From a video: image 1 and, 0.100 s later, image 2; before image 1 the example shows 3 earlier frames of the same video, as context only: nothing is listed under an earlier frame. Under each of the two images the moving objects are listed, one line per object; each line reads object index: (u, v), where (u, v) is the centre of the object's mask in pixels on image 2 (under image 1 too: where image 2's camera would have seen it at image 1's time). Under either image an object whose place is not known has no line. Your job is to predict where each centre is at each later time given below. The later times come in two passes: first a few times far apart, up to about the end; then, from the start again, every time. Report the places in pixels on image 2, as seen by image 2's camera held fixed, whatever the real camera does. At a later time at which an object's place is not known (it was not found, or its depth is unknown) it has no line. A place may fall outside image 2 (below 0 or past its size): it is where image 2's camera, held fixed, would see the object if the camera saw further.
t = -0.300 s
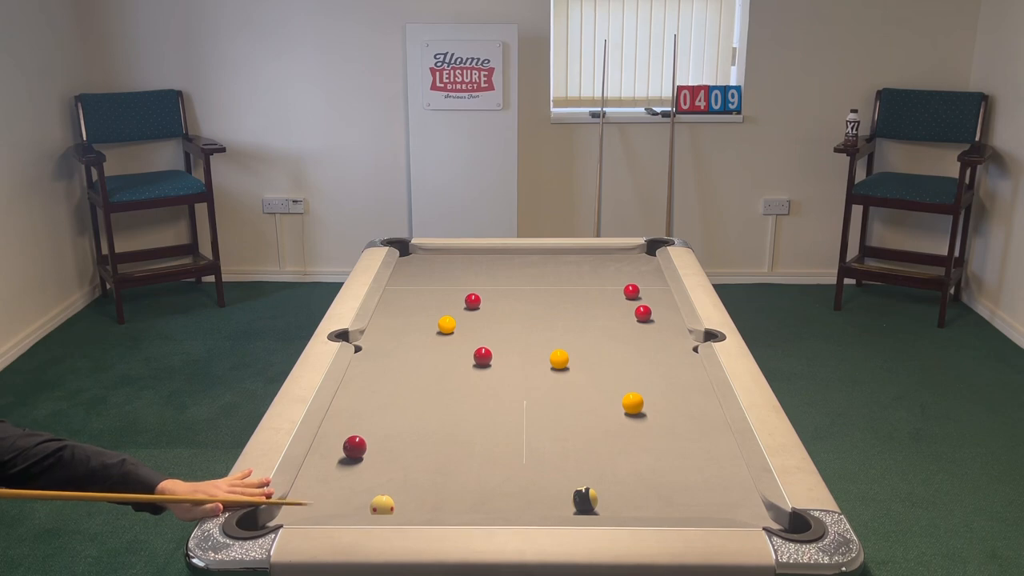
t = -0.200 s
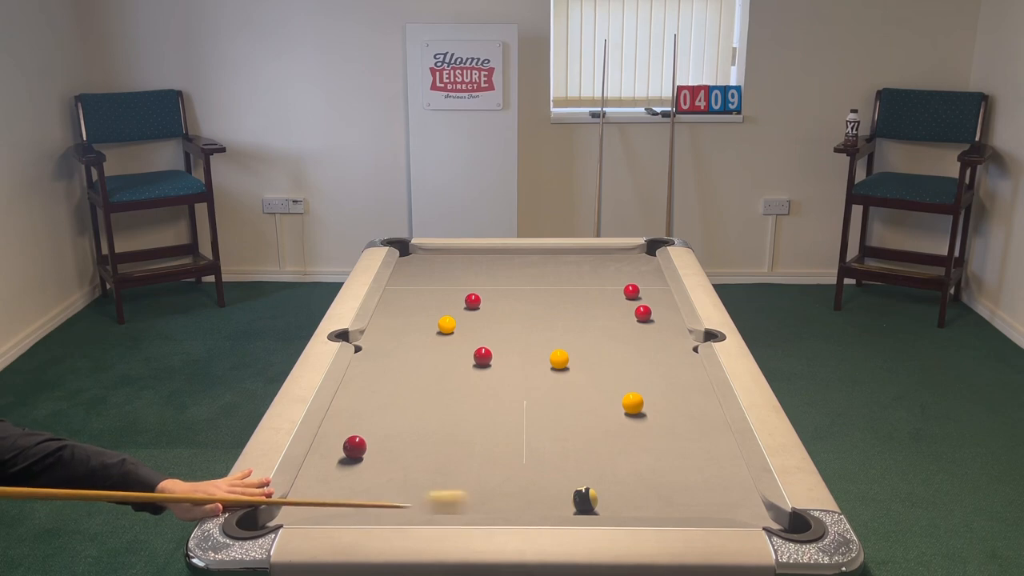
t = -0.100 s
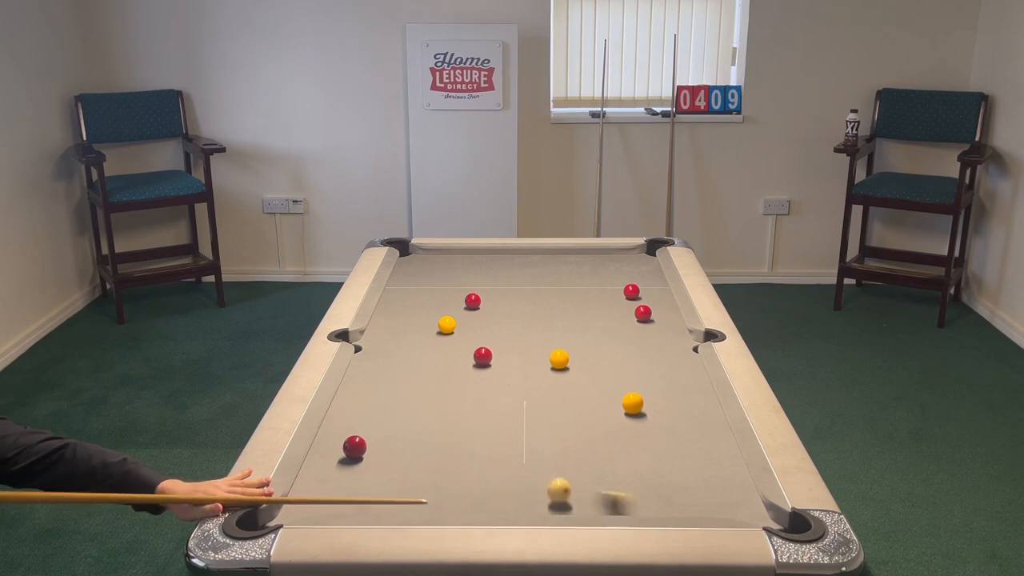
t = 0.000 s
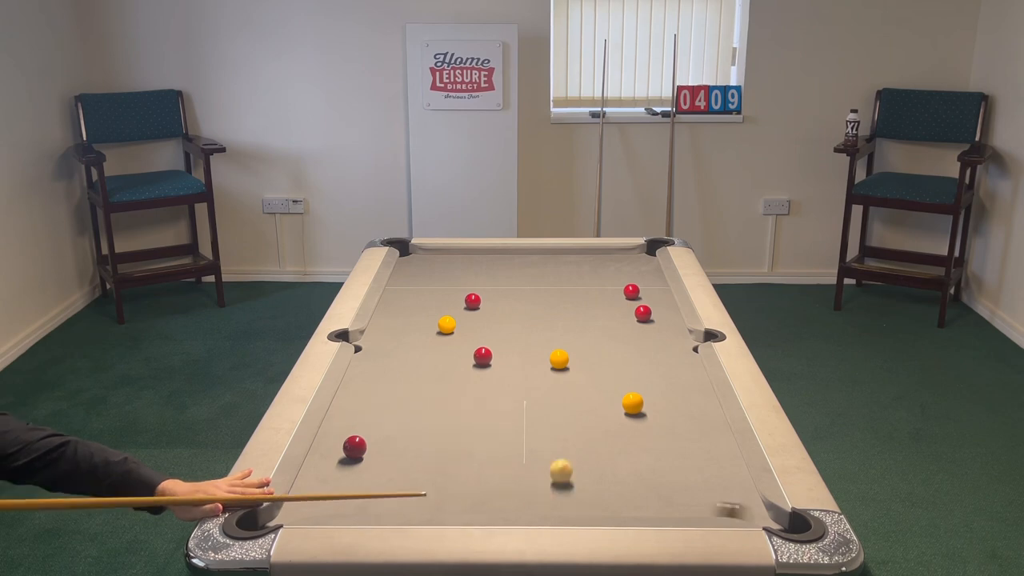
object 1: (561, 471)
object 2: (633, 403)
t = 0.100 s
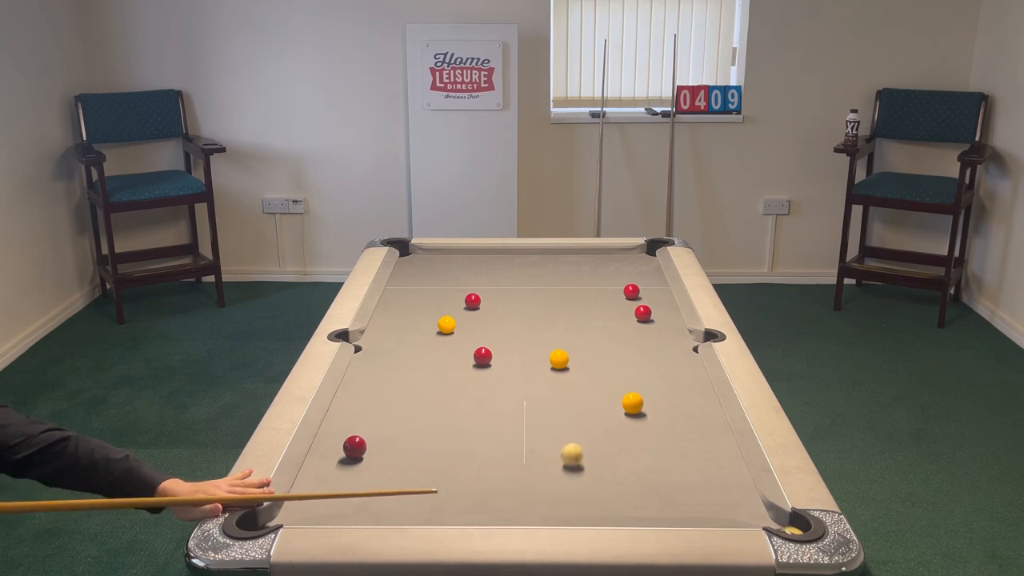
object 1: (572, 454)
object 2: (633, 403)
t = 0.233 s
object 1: (593, 436)
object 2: (633, 403)
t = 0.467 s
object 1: (620, 411)
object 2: (637, 400)
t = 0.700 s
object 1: (616, 406)
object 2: (657, 388)
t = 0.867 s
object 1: (615, 403)
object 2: (669, 380)
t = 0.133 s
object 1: (577, 450)
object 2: (633, 403)
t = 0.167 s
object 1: (582, 445)
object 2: (633, 403)
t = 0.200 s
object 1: (588, 441)
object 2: (633, 403)
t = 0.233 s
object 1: (593, 436)
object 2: (633, 403)
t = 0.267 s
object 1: (598, 432)
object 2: (633, 403)
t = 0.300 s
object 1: (603, 427)
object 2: (633, 403)
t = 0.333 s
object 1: (607, 423)
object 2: (633, 403)
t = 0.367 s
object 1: (612, 420)
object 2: (633, 403)
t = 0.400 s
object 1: (616, 415)
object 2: (633, 403)
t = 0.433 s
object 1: (621, 412)
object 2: (634, 402)
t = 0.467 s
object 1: (620, 411)
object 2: (637, 400)
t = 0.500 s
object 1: (619, 411)
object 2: (640, 398)
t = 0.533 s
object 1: (618, 410)
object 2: (643, 396)
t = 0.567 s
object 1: (618, 410)
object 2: (646, 394)
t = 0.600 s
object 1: (618, 408)
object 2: (649, 393)
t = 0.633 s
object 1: (617, 408)
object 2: (652, 391)
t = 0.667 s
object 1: (617, 407)
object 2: (655, 389)
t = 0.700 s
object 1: (616, 406)
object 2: (657, 388)
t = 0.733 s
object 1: (616, 406)
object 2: (660, 386)
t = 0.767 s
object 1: (616, 405)
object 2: (662, 385)
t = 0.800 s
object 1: (615, 404)
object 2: (665, 383)
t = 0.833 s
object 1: (615, 404)
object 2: (667, 382)
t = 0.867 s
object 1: (615, 403)
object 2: (669, 380)
